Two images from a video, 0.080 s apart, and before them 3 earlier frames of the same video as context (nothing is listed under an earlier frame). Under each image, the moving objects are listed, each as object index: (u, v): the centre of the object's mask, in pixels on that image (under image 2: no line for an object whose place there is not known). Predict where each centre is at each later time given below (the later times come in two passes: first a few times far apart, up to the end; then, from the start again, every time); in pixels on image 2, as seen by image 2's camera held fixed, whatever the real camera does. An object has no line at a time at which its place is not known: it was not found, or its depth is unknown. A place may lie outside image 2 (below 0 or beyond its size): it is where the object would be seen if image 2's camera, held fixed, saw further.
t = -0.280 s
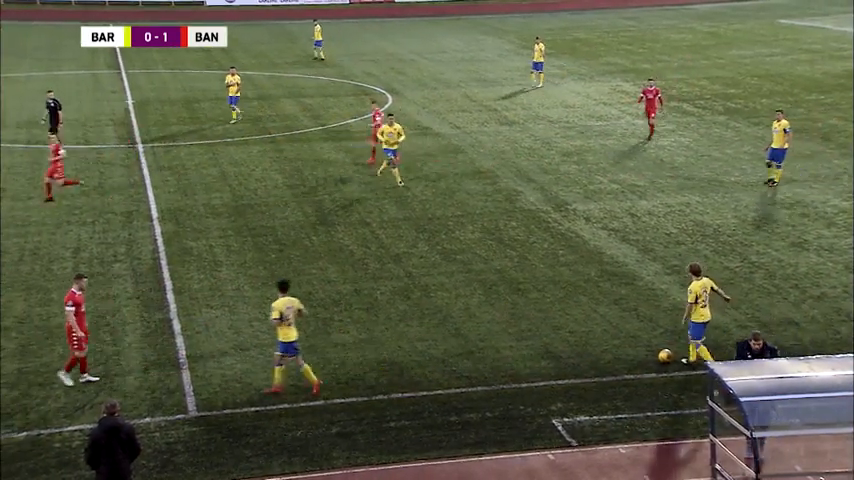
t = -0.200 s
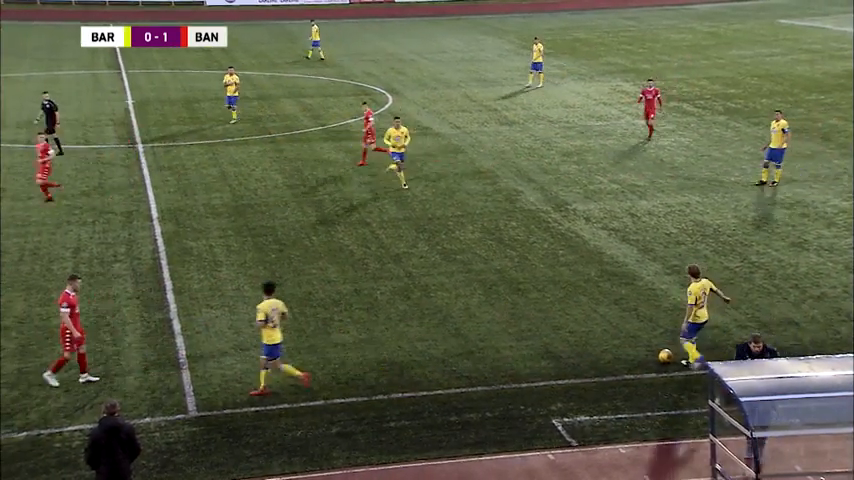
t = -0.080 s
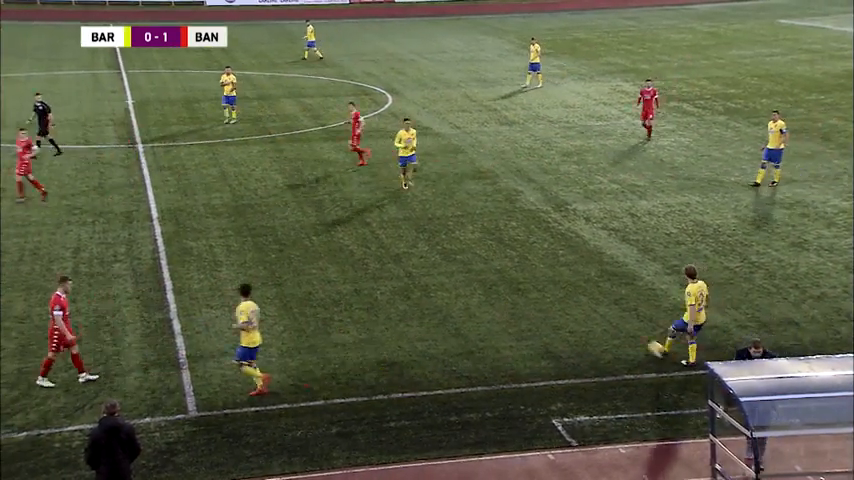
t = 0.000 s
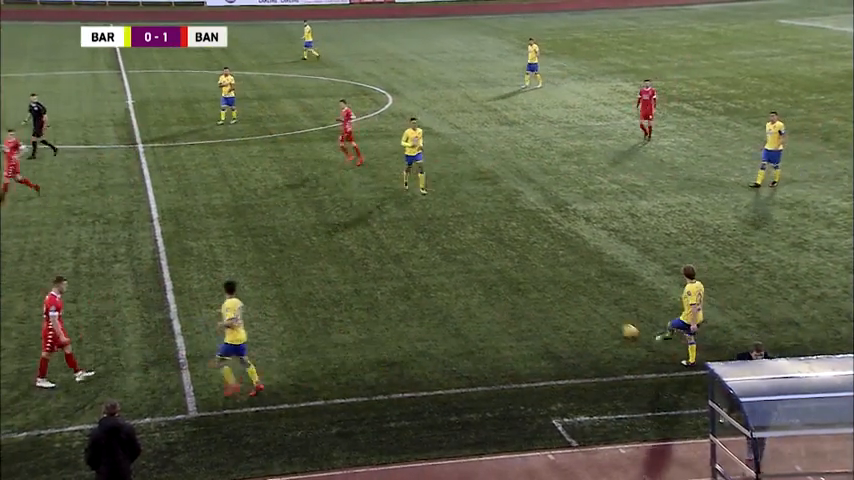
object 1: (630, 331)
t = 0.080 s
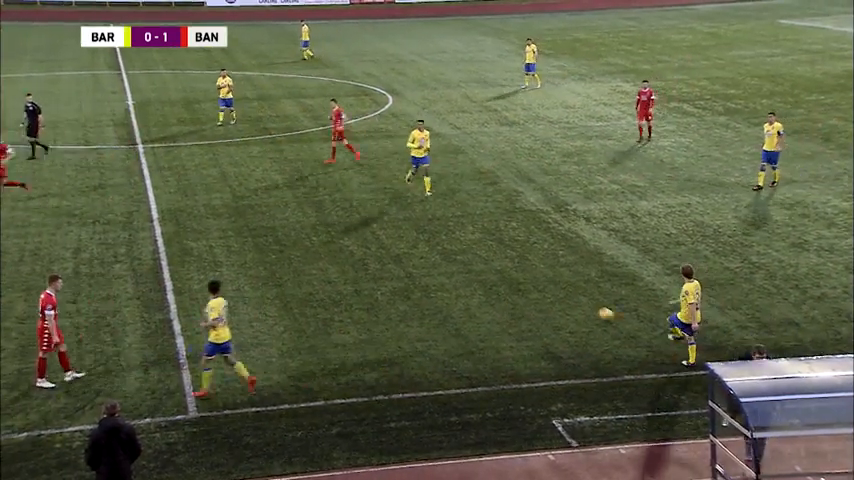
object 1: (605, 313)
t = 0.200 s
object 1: (577, 293)
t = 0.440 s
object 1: (531, 261)
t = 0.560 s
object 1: (514, 248)
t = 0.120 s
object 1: (595, 307)
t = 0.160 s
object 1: (585, 299)
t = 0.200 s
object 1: (577, 293)
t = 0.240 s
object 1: (568, 287)
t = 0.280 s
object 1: (560, 281)
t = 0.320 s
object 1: (552, 276)
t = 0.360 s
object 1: (545, 271)
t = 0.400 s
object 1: (538, 265)
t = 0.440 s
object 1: (531, 261)
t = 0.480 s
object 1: (525, 257)
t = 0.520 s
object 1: (519, 252)
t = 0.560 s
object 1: (514, 248)
